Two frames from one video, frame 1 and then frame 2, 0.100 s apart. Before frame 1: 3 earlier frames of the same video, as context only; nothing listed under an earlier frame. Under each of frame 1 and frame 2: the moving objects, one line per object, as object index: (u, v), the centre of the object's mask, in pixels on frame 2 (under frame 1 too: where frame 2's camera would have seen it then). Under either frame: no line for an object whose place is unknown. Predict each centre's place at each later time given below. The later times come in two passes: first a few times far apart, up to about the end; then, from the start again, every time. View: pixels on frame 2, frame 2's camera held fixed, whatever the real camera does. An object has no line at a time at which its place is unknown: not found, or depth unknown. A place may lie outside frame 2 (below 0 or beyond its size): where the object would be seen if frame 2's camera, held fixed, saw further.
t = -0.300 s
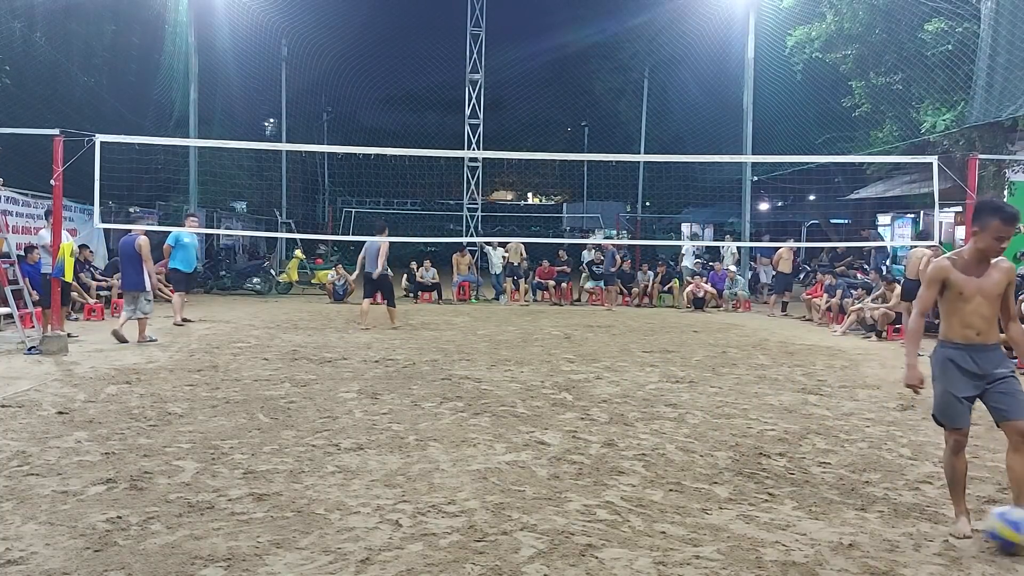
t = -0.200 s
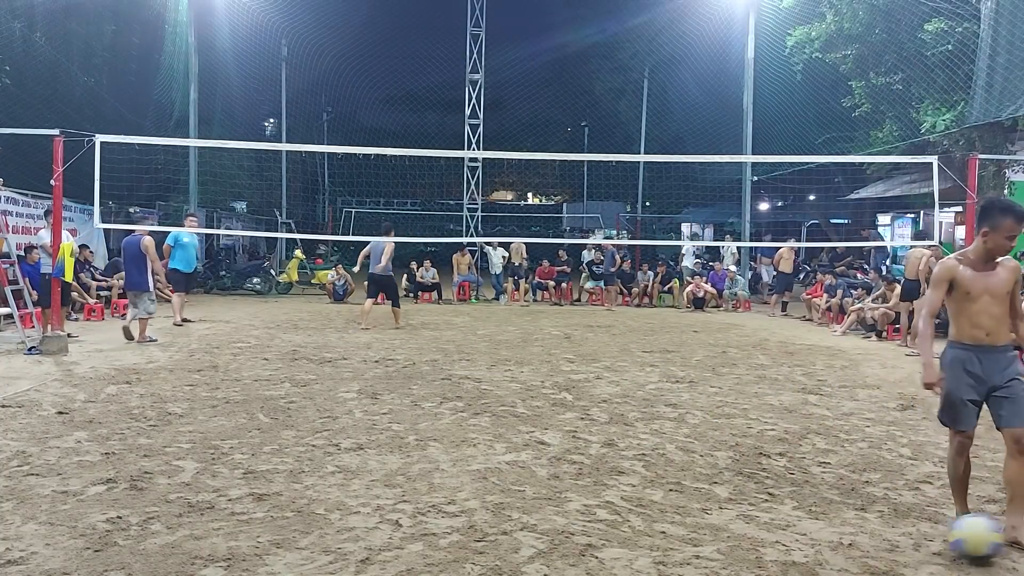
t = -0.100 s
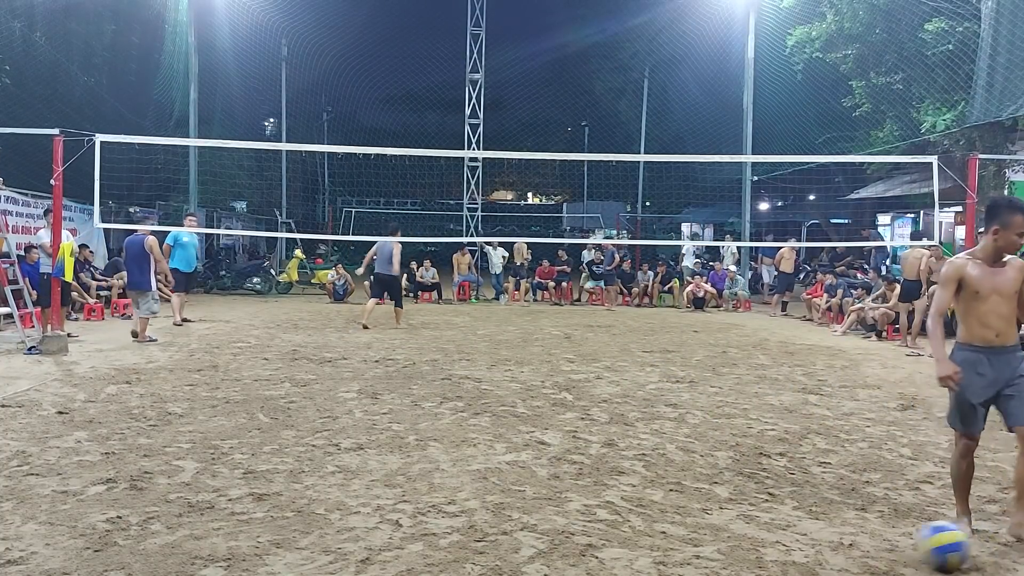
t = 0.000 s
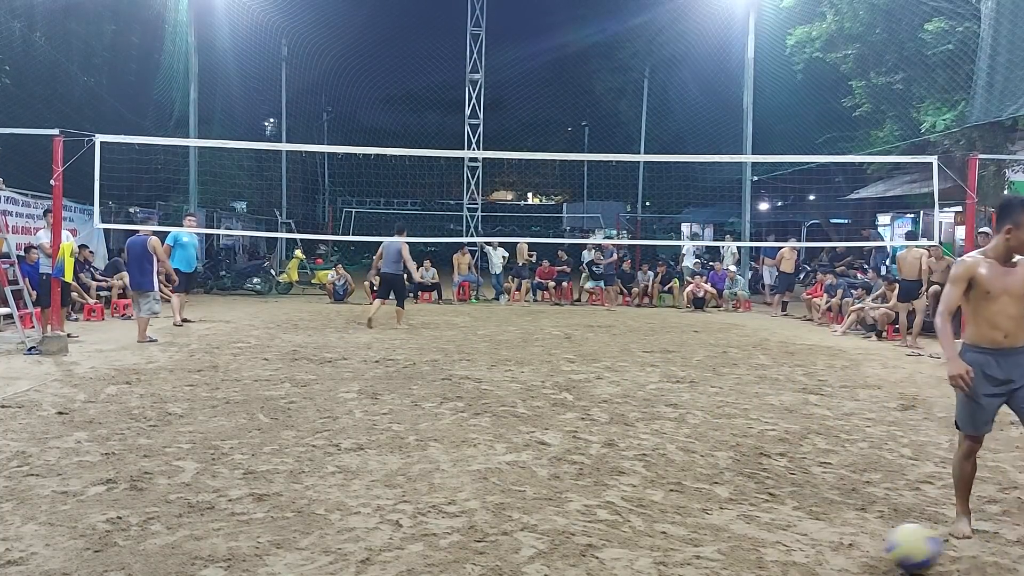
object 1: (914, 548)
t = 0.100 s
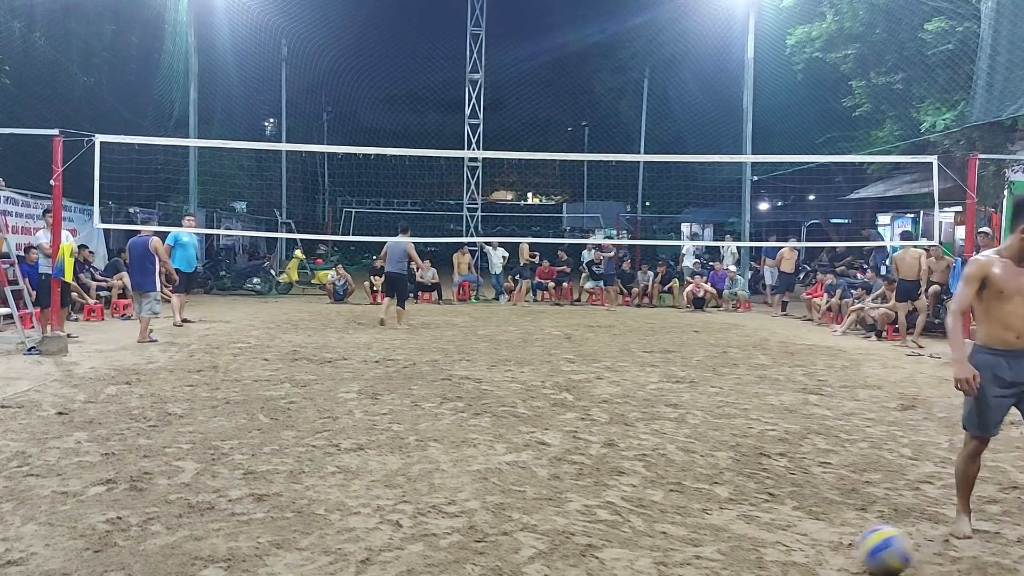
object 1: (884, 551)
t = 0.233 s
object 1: (850, 553)
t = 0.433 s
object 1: (797, 556)
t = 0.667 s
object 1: (739, 559)
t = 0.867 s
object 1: (689, 561)
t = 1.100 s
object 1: (634, 564)
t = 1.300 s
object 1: (591, 565)
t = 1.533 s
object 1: (544, 566)
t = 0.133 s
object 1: (876, 553)
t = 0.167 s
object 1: (866, 552)
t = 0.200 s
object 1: (858, 552)
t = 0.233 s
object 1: (850, 553)
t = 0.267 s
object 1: (840, 555)
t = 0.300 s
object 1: (832, 553)
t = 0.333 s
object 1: (823, 553)
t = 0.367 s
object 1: (816, 554)
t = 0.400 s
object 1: (806, 557)
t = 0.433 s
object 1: (797, 556)
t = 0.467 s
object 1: (790, 554)
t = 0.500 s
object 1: (783, 554)
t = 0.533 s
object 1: (774, 555)
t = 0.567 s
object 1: (764, 558)
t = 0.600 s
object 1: (756, 557)
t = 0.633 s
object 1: (748, 558)
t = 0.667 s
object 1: (739, 559)
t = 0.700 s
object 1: (731, 559)
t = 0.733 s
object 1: (723, 558)
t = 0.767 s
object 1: (715, 558)
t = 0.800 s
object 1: (706, 559)
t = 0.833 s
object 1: (697, 561)
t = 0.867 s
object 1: (689, 561)
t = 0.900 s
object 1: (681, 560)
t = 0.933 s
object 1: (672, 560)
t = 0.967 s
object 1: (666, 560)
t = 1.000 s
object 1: (660, 562)
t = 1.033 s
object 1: (649, 562)
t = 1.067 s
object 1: (642, 563)
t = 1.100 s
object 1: (634, 564)
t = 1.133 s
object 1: (627, 564)
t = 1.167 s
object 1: (619, 564)
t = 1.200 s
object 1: (612, 564)
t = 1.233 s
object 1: (605, 564)
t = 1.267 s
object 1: (598, 565)
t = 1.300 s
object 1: (591, 565)
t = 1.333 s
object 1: (584, 565)
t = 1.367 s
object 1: (577, 565)
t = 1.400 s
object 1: (571, 566)
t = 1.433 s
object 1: (564, 566)
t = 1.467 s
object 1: (557, 565)
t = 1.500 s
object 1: (551, 566)
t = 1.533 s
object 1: (544, 566)
